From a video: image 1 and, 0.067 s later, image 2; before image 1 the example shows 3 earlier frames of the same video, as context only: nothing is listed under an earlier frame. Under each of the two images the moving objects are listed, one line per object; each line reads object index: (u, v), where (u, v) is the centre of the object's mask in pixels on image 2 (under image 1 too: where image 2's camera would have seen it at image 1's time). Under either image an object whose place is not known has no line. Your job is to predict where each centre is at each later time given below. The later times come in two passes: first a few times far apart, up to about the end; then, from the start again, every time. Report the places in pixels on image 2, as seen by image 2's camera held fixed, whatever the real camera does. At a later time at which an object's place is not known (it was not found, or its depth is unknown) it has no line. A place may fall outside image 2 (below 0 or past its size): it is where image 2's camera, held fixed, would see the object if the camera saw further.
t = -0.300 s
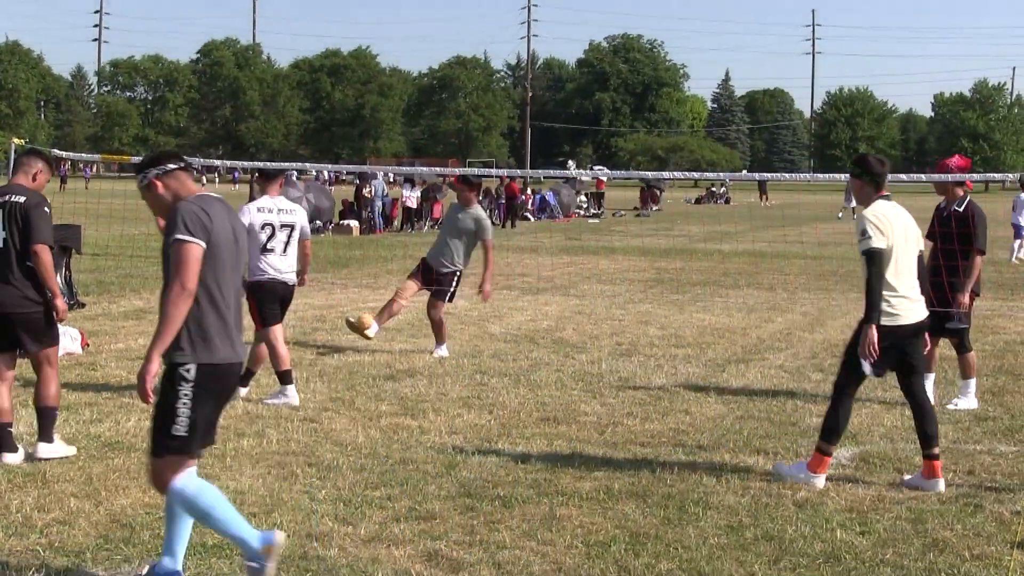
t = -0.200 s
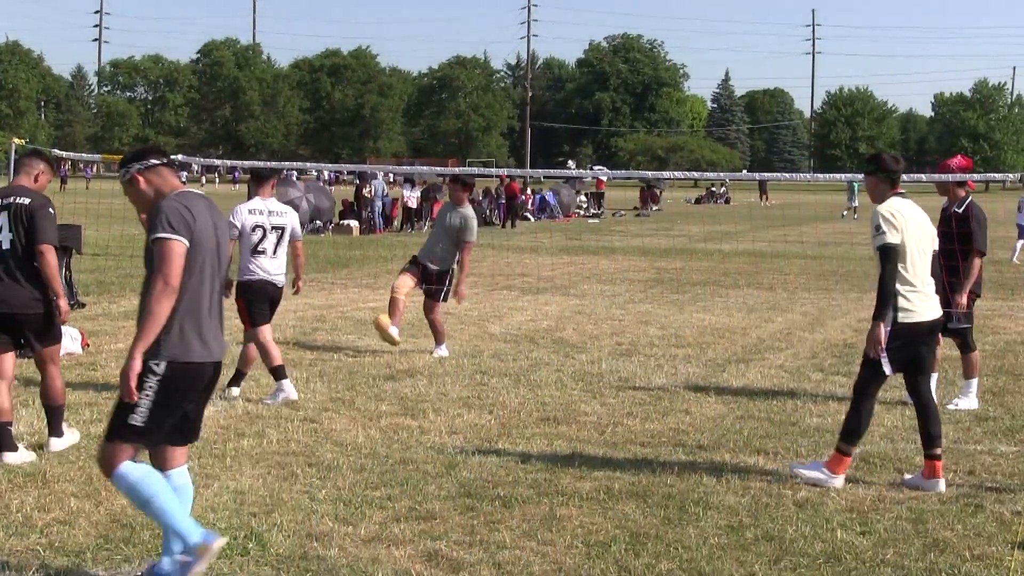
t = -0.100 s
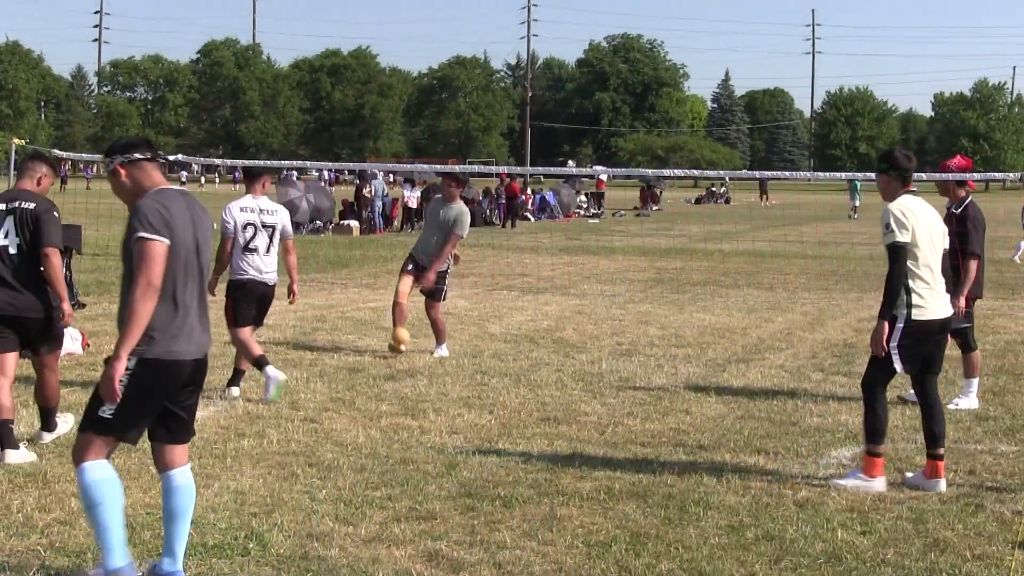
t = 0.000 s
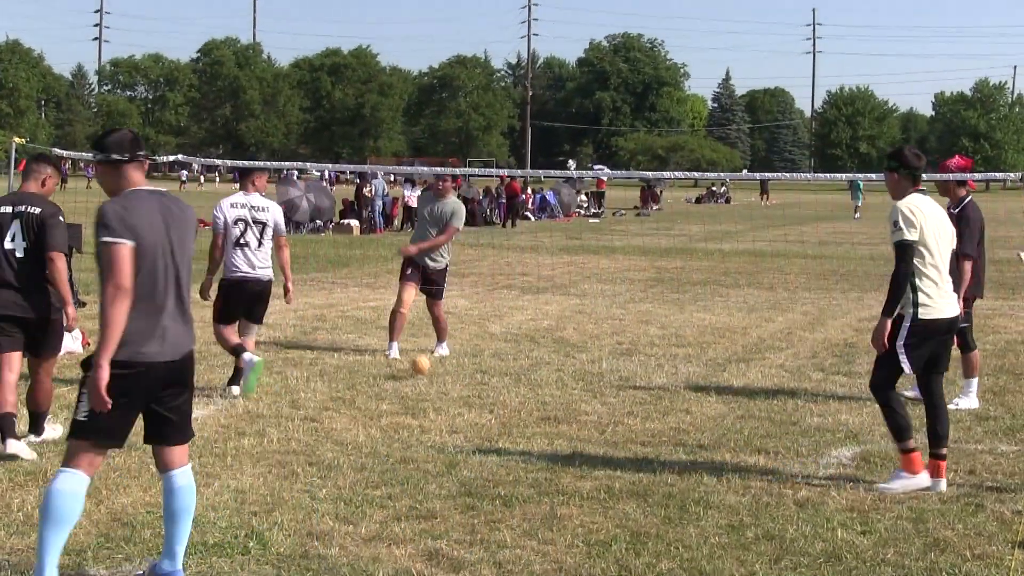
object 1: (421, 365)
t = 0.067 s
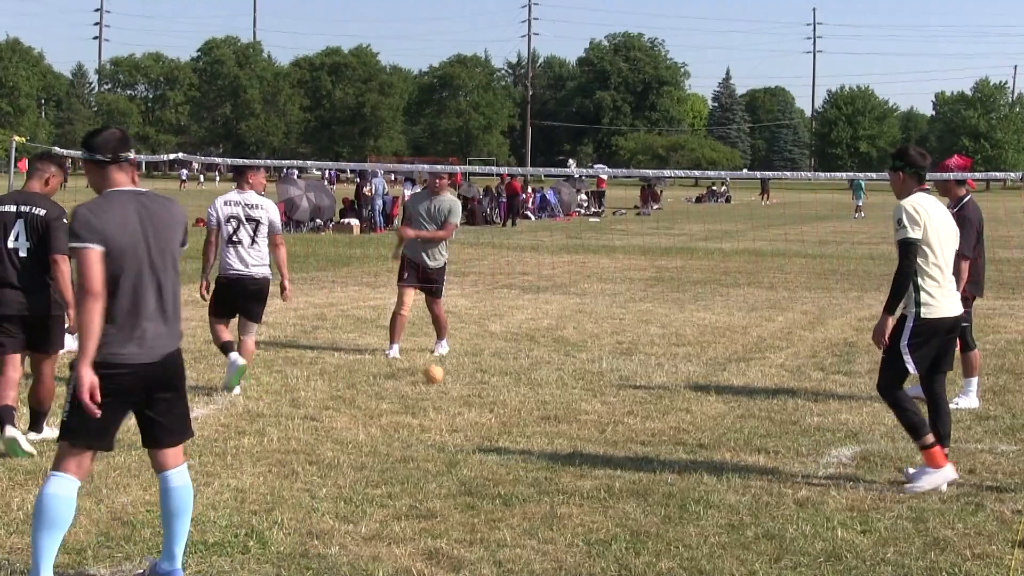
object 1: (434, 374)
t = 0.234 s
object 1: (468, 387)
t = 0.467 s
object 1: (515, 407)
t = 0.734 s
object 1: (576, 424)
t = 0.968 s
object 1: (633, 444)
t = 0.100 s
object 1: (440, 374)
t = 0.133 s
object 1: (447, 375)
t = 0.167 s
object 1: (454, 377)
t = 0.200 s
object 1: (460, 381)
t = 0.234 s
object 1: (468, 387)
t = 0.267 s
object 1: (474, 393)
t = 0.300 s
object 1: (481, 393)
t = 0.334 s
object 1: (487, 394)
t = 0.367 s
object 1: (494, 395)
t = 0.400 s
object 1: (501, 399)
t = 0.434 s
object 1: (507, 402)
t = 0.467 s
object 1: (515, 407)
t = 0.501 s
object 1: (521, 412)
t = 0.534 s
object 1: (529, 412)
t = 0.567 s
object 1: (537, 414)
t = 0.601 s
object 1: (545, 416)
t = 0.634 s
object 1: (552, 420)
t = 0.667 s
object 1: (561, 423)
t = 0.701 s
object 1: (568, 423)
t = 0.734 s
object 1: (576, 424)
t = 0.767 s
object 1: (584, 425)
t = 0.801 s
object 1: (592, 428)
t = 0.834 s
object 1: (600, 433)
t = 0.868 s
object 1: (608, 437)
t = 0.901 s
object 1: (616, 439)
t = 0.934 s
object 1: (626, 442)
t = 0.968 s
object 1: (633, 444)
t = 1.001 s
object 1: (641, 446)
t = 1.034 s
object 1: (649, 448)
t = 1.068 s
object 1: (658, 451)
